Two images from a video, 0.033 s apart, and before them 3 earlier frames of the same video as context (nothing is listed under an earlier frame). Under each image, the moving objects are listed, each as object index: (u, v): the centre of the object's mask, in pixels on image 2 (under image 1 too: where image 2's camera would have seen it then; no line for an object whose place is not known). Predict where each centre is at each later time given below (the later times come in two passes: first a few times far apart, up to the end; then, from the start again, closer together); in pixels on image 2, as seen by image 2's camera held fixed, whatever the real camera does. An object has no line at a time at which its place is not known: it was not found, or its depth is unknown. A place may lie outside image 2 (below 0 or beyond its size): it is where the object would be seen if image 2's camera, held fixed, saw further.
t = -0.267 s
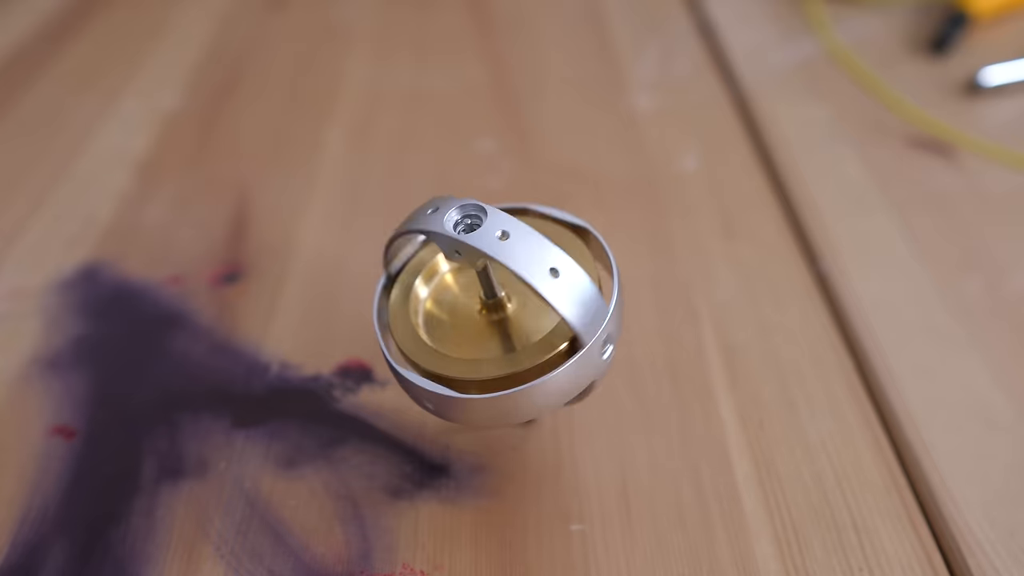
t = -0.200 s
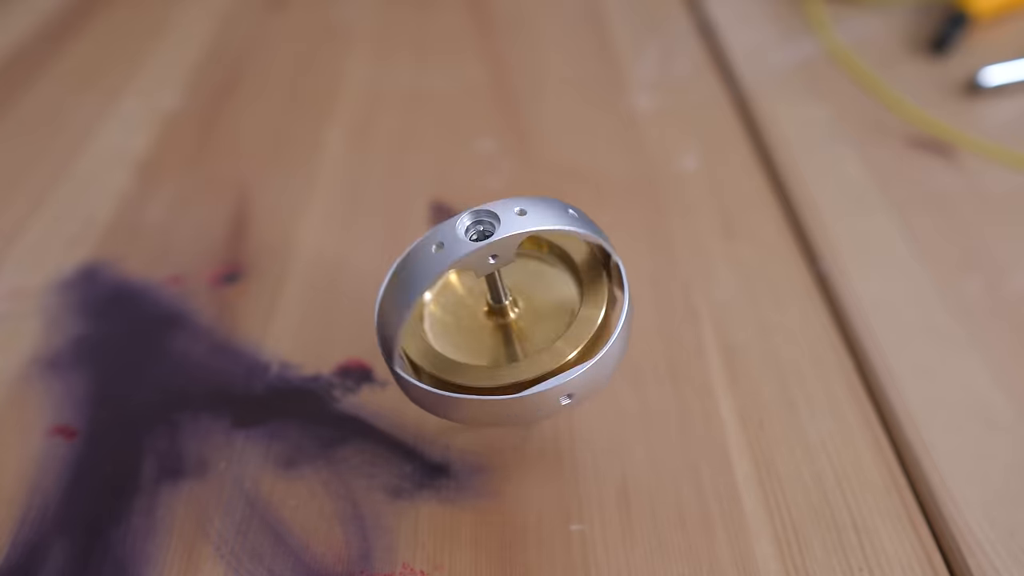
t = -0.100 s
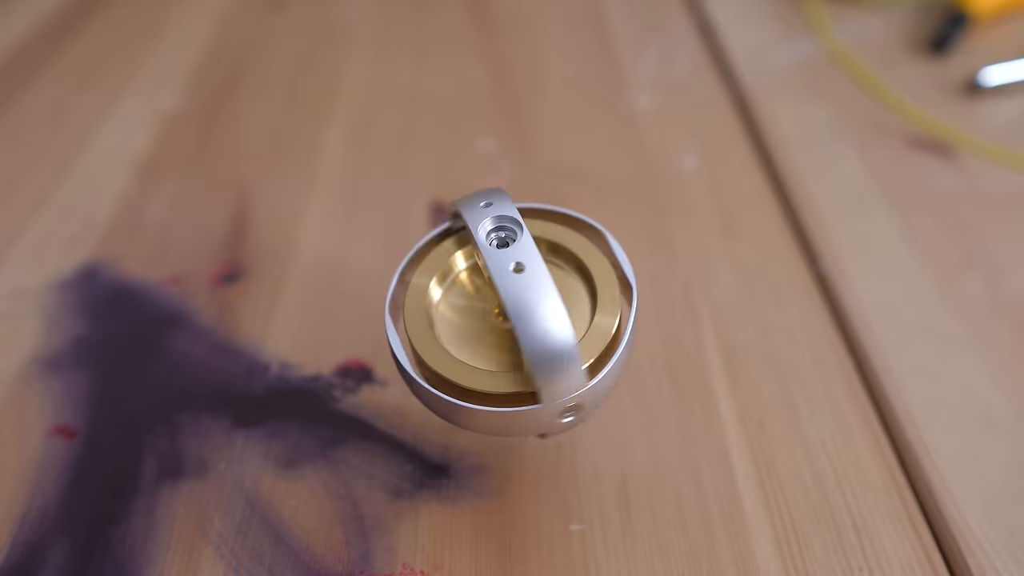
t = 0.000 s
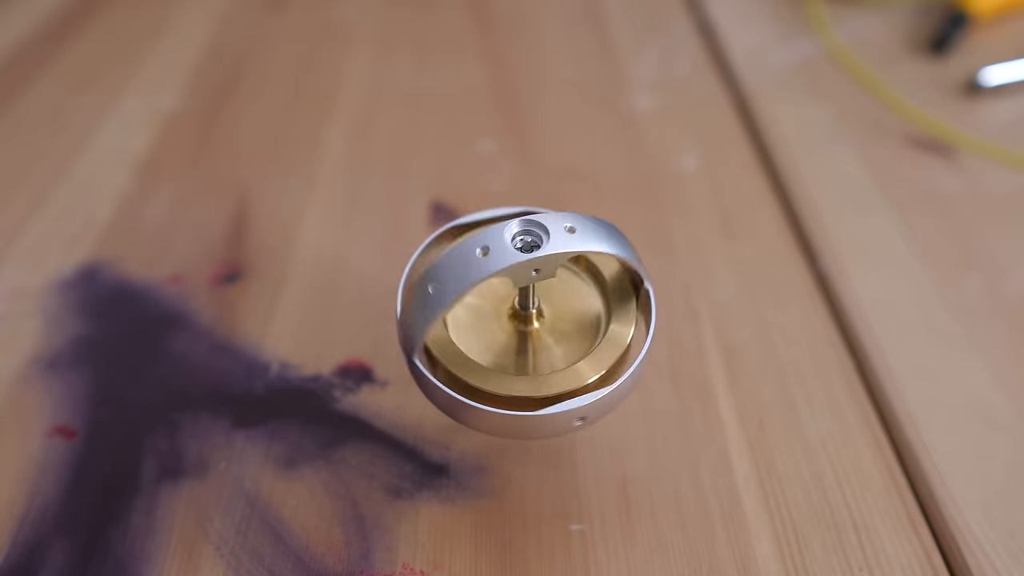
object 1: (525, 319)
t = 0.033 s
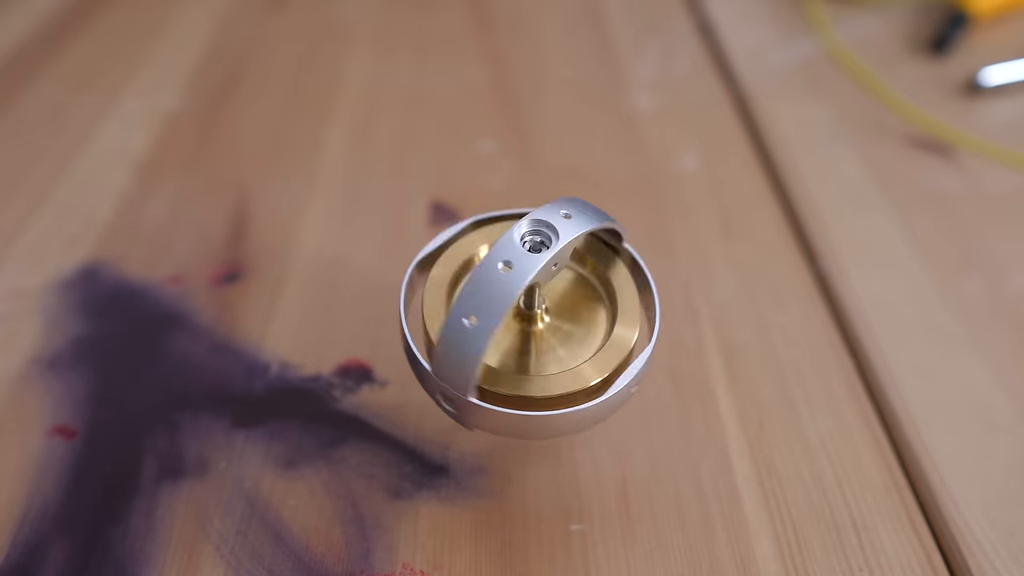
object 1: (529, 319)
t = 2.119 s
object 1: (535, 318)
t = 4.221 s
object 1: (544, 318)
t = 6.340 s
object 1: (555, 312)
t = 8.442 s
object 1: (564, 308)
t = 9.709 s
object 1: (516, 292)
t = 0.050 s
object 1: (531, 319)
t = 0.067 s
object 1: (533, 320)
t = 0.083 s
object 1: (536, 320)
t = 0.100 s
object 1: (538, 319)
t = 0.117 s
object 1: (540, 318)
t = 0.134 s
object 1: (541, 317)
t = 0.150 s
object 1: (544, 318)
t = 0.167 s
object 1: (546, 318)
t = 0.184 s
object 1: (549, 317)
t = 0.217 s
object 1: (551, 313)
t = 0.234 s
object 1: (553, 313)
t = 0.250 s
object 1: (554, 313)
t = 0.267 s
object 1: (554, 312)
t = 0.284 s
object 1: (555, 310)
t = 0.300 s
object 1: (556, 308)
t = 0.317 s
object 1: (557, 306)
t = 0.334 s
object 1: (558, 305)
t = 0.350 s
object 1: (560, 303)
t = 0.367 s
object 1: (563, 302)
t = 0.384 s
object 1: (565, 302)
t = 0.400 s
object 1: (565, 302)
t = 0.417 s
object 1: (564, 301)
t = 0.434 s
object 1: (563, 301)
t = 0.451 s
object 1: (563, 302)
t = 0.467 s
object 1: (564, 303)
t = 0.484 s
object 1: (565, 301)
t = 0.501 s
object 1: (567, 298)
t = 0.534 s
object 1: (569, 291)
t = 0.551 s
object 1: (569, 289)
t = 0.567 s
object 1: (567, 287)
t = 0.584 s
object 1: (566, 286)
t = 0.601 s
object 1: (566, 287)
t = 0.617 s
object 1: (565, 287)
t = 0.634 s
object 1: (563, 286)
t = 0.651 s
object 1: (562, 286)
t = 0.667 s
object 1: (560, 288)
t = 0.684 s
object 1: (560, 287)
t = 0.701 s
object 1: (560, 284)
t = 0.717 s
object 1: (560, 282)
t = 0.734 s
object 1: (560, 279)
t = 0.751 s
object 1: (559, 278)
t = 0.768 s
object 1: (556, 278)
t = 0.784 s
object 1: (554, 275)
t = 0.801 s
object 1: (551, 275)
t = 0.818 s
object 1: (549, 275)
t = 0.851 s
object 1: (545, 277)
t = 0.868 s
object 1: (546, 279)
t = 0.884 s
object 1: (546, 280)
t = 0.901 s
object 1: (546, 277)
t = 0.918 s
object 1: (546, 275)
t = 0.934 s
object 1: (544, 273)
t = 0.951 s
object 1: (541, 272)
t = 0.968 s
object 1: (538, 272)
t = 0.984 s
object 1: (535, 271)
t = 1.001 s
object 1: (532, 271)
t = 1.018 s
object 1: (529, 271)
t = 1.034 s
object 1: (528, 272)
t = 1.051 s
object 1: (526, 273)
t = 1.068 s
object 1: (525, 275)
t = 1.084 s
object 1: (524, 276)
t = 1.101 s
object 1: (522, 273)
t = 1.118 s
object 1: (521, 272)
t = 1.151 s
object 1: (517, 271)
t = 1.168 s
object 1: (515, 272)
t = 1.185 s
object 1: (512, 272)
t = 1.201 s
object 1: (510, 273)
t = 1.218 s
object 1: (507, 274)
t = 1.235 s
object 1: (506, 275)
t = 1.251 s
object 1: (506, 278)
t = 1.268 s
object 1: (505, 280)
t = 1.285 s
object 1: (506, 281)
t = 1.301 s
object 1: (505, 279)
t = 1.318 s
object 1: (505, 278)
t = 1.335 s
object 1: (503, 277)
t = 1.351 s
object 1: (500, 277)
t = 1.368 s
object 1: (498, 278)
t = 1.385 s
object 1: (496, 279)
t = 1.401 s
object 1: (495, 280)
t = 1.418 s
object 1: (495, 282)
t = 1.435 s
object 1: (495, 284)
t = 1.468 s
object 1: (493, 291)
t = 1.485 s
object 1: (493, 291)
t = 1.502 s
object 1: (491, 290)
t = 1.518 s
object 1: (490, 290)
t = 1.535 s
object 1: (490, 289)
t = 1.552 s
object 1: (490, 288)
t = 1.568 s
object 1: (489, 288)
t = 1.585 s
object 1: (490, 291)
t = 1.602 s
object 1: (491, 294)
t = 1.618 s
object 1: (492, 297)
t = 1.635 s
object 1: (493, 299)
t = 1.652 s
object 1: (494, 302)
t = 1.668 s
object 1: (495, 304)
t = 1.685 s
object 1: (496, 304)
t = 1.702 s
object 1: (496, 304)
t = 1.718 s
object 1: (496, 303)
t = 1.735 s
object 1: (496, 303)
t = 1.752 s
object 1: (497, 303)
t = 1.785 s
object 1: (503, 305)
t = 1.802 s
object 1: (504, 307)
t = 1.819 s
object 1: (504, 308)
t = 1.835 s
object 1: (505, 309)
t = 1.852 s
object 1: (505, 310)
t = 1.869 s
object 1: (507, 312)
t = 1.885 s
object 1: (507, 312)
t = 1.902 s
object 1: (508, 313)
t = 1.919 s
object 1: (509, 315)
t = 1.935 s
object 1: (512, 316)
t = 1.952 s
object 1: (515, 317)
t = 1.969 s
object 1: (518, 316)
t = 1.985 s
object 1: (520, 316)
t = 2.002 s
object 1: (521, 316)
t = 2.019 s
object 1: (523, 317)
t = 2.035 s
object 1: (525, 318)
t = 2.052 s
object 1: (527, 318)
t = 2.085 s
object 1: (532, 317)
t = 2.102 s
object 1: (534, 317)
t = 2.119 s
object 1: (535, 318)
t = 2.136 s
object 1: (538, 318)
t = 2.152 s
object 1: (542, 318)
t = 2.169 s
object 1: (543, 315)
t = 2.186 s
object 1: (545, 314)
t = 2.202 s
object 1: (545, 314)
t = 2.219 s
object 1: (546, 314)
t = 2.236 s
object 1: (548, 314)
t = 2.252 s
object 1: (549, 313)
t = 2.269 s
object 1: (550, 312)
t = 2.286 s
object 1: (550, 310)
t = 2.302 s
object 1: (551, 310)
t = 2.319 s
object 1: (556, 311)
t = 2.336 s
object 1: (559, 311)
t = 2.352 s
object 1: (561, 310)
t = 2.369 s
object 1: (561, 309)
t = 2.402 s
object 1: (562, 309)
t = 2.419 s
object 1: (563, 308)
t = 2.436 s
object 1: (565, 307)
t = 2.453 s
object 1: (566, 304)
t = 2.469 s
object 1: (568, 301)
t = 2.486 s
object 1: (570, 298)
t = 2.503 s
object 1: (571, 295)
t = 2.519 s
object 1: (571, 295)
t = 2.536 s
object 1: (570, 295)
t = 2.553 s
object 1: (570, 295)
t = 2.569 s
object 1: (569, 295)
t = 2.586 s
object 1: (568, 295)
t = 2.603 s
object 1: (567, 296)
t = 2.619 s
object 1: (567, 295)
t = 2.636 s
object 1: (568, 292)
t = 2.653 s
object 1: (568, 290)
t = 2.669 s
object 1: (568, 287)
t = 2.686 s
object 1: (567, 284)
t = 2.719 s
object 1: (564, 281)
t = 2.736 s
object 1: (562, 281)
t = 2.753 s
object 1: (561, 281)
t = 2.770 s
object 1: (560, 282)
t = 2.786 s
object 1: (558, 282)
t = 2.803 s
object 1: (557, 284)
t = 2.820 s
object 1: (559, 284)
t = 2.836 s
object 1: (559, 281)
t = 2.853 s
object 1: (560, 278)
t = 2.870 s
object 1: (558, 276)
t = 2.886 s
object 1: (556, 275)
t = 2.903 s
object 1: (553, 274)
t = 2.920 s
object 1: (550, 273)
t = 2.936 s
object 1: (548, 273)
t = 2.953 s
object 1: (546, 273)
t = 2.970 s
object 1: (544, 273)
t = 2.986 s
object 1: (542, 274)
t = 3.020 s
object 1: (540, 276)
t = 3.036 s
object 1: (540, 274)
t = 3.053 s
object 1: (539, 272)
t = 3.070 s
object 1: (538, 271)
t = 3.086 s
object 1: (535, 272)
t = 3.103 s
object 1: (532, 271)
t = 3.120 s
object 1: (529, 271)
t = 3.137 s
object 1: (527, 271)
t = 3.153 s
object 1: (524, 272)
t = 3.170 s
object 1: (523, 274)
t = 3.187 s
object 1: (523, 276)
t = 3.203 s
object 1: (524, 279)
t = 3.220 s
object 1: (522, 275)
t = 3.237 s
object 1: (522, 273)
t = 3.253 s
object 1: (520, 273)
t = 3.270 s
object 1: (517, 273)
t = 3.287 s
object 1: (515, 273)
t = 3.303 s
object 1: (512, 274)
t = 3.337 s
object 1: (509, 276)
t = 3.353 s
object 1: (507, 277)
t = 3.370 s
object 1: (506, 279)
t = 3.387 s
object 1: (504, 282)
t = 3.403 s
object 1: (504, 283)
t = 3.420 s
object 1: (504, 282)
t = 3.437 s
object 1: (502, 281)
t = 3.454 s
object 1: (501, 280)
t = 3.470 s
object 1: (500, 280)
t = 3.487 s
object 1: (497, 281)
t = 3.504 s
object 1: (496, 283)
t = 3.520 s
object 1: (496, 285)
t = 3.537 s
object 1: (497, 288)
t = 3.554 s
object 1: (497, 290)
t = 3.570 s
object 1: (498, 294)
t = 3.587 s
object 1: (499, 295)
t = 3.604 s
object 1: (499, 294)
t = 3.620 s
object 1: (498, 292)
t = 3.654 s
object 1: (496, 291)
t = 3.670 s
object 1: (495, 290)
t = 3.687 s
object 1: (496, 293)
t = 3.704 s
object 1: (499, 296)
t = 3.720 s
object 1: (500, 298)
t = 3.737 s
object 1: (501, 300)
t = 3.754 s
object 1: (501, 302)
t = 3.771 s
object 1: (501, 304)
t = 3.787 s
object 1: (501, 305)
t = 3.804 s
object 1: (500, 305)
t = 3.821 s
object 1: (500, 306)
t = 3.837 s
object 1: (501, 307)
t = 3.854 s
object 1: (504, 307)
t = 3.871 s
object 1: (508, 308)
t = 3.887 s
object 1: (509, 308)
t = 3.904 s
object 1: (510, 310)
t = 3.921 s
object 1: (511, 312)
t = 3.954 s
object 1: (515, 314)
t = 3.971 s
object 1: (517, 314)
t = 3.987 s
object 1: (518, 314)
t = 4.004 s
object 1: (520, 314)
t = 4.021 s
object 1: (522, 315)
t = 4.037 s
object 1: (525, 317)
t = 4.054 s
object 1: (527, 315)
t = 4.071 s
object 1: (530, 315)
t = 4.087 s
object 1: (531, 314)
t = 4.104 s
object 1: (532, 314)
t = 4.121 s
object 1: (532, 314)
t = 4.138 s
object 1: (533, 314)
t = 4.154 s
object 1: (535, 315)
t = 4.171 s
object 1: (536, 315)
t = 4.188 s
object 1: (538, 315)
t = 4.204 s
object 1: (541, 317)
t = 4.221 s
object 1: (544, 318)
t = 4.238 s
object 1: (546, 315)
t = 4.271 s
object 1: (550, 315)
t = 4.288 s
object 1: (551, 315)
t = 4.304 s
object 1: (553, 316)
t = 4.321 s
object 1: (555, 314)
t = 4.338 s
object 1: (557, 313)
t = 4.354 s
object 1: (558, 311)
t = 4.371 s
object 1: (560, 309)
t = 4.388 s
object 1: (561, 308)
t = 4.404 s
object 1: (565, 307)
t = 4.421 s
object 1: (566, 307)
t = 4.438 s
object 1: (567, 306)
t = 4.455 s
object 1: (567, 306)
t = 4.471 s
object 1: (567, 305)
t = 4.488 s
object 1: (566, 305)
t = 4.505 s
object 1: (567, 303)
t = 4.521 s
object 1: (567, 301)
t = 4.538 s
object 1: (568, 299)
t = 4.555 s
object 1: (570, 296)
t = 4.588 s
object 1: (572, 292)
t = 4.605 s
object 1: (571, 292)
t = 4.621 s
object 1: (571, 293)
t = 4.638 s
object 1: (570, 293)
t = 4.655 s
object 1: (569, 294)
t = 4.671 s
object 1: (568, 295)
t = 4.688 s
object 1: (569, 295)
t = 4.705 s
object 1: (571, 292)
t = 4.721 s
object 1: (572, 289)
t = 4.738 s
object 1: (572, 286)
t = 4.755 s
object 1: (571, 284)
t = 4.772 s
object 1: (569, 282)
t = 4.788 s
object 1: (568, 280)
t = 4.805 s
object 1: (566, 281)
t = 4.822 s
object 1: (564, 282)
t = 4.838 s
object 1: (563, 282)
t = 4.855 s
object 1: (561, 283)
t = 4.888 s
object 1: (561, 282)
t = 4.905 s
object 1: (560, 280)
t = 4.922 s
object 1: (560, 277)
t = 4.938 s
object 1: (558, 276)
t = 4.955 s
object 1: (555, 276)
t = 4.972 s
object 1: (553, 274)
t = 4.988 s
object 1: (551, 275)
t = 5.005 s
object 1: (548, 275)
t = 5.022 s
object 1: (547, 275)
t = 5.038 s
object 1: (546, 277)
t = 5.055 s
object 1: (546, 280)
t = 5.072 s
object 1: (546, 278)
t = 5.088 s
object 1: (546, 275)
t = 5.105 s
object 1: (545, 273)
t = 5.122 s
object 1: (542, 273)
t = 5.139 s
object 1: (539, 273)
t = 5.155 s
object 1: (536, 272)
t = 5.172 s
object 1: (534, 272)
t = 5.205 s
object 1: (530, 274)
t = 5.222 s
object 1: (529, 275)
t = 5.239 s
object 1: (527, 278)
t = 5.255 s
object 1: (526, 277)
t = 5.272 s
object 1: (526, 276)
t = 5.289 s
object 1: (524, 274)
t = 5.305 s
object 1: (522, 274)
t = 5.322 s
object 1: (520, 274)
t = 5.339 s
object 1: (517, 275)
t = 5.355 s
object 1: (515, 275)
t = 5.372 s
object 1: (513, 277)
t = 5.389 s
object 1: (512, 279)
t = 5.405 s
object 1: (512, 281)
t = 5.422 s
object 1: (513, 285)
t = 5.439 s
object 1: (513, 283)
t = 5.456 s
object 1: (513, 282)
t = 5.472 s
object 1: (511, 280)
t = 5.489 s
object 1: (509, 279)
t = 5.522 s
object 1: (504, 281)
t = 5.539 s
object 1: (504, 283)
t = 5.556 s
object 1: (504, 285)
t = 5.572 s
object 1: (505, 287)
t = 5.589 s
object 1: (504, 289)
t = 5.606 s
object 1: (503, 292)
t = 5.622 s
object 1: (503, 293)
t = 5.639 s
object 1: (501, 292)
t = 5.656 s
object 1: (500, 292)
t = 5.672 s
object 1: (501, 291)
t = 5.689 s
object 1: (500, 289)
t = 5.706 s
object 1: (501, 292)
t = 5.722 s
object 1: (503, 295)
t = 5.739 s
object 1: (504, 298)
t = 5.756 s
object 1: (504, 300)
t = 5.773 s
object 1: (505, 302)
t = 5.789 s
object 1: (507, 305)
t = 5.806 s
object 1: (507, 304)
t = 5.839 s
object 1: (508, 304)
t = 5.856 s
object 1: (508, 303)
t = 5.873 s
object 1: (510, 304)
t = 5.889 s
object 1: (513, 305)
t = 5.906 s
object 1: (515, 306)
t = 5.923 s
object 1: (515, 308)
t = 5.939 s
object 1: (516, 308)
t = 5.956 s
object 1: (516, 309)
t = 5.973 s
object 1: (517, 311)
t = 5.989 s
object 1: (518, 311)
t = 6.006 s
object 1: (518, 313)
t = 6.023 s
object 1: (520, 314)
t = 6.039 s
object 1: (523, 316)
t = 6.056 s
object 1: (527, 317)
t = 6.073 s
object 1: (529, 316)
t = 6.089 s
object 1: (530, 316)
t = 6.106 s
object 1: (532, 317)
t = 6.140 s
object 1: (536, 318)
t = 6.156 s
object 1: (538, 317)
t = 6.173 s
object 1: (540, 317)
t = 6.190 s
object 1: (541, 316)
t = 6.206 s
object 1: (543, 318)
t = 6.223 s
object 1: (546, 318)
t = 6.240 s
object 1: (549, 317)
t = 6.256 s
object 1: (551, 315)
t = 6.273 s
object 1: (552, 314)
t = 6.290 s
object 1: (552, 314)
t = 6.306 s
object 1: (553, 314)
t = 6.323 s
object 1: (554, 313)
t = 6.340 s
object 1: (555, 312)
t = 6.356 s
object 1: (556, 312)
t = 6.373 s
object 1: (557, 312)
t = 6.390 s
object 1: (560, 312)
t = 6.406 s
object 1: (563, 311)
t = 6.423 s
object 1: (565, 310)
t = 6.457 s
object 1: (566, 310)
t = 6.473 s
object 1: (567, 310)
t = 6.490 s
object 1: (568, 309)
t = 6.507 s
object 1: (570, 307)
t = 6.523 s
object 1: (571, 304)
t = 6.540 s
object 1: (573, 301)
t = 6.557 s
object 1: (575, 298)
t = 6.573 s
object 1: (576, 298)
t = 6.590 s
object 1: (576, 298)
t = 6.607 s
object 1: (575, 298)
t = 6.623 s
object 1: (574, 298)
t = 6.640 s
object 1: (573, 298)
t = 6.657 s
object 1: (572, 299)
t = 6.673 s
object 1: (573, 297)
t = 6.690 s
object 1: (573, 294)
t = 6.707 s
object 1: (574, 291)
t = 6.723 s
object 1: (575, 289)
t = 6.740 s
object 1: (574, 287)
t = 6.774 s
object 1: (571, 286)
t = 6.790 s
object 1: (570, 286)
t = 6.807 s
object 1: (569, 287)
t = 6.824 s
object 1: (568, 288)
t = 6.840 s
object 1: (568, 291)
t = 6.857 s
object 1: (569, 288)
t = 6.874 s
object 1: (571, 285)
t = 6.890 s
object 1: (570, 282)
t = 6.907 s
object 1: (569, 280)
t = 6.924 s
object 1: (566, 279)
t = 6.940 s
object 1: (563, 277)
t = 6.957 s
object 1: (562, 277)
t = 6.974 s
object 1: (560, 278)
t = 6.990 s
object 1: (558, 279)
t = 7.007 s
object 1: (556, 280)
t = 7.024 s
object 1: (556, 282)
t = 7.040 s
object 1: (555, 279)
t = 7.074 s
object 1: (553, 275)
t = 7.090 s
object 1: (551, 274)
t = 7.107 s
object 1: (548, 274)
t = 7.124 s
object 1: (545, 274)
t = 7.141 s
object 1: (543, 274)
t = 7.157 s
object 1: (541, 275)
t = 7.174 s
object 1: (540, 276)
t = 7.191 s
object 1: (539, 278)
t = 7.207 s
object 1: (540, 279)
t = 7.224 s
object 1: (540, 277)
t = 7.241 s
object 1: (539, 274)
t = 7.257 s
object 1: (537, 274)
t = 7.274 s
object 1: (534, 273)
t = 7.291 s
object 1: (531, 274)
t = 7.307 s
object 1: (528, 274)
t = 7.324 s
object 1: (526, 275)
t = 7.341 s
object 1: (525, 276)
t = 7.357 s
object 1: (524, 278)
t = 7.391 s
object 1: (523, 280)
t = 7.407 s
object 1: (521, 279)
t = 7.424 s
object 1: (519, 278)
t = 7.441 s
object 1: (518, 277)
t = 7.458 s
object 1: (516, 278)
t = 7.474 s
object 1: (514, 279)
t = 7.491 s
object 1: (513, 280)
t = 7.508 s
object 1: (512, 283)
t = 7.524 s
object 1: (512, 285)
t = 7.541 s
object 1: (513, 288)
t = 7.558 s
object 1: (513, 289)
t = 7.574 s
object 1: (513, 288)
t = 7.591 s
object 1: (512, 286)
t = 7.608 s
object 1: (511, 285)
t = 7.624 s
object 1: (510, 284)
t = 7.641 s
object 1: (508, 286)
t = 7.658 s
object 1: (508, 288)
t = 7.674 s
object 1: (509, 291)
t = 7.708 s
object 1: (509, 296)
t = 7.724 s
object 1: (509, 299)
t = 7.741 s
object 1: (508, 298)
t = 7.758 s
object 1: (507, 298)
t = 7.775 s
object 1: (507, 298)
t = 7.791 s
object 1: (507, 297)
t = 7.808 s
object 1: (509, 297)
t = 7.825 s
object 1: (511, 299)
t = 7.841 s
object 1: (512, 302)
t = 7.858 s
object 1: (513, 304)
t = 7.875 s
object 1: (514, 305)
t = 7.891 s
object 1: (515, 307)
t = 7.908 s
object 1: (517, 308)
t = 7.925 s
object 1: (518, 308)
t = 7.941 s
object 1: (518, 308)
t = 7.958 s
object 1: (519, 308)
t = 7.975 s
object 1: (521, 308)
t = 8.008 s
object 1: (526, 309)
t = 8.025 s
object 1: (527, 309)
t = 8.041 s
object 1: (527, 310)
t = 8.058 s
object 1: (528, 311)
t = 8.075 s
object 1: (530, 313)
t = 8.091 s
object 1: (530, 313)
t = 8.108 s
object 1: (531, 314)
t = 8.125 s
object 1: (533, 315)
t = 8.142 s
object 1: (536, 317)
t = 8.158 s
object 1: (539, 317)
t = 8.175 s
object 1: (541, 316)
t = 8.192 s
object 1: (543, 317)
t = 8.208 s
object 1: (544, 317)
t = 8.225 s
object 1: (547, 318)
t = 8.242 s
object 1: (549, 317)
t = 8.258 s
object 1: (551, 316)
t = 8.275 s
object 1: (552, 316)
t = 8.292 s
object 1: (554, 316)
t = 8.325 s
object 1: (559, 315)
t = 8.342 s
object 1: (561, 313)
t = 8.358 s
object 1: (562, 313)
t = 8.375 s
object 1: (562, 312)
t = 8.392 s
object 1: (563, 311)
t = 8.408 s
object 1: (563, 310)
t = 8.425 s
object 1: (563, 309)
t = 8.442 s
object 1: (564, 308)
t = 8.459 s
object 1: (566, 307)
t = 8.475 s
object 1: (570, 306)
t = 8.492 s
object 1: (572, 306)
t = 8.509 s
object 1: (573, 305)
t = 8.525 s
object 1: (572, 306)
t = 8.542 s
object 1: (572, 306)
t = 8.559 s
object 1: (573, 307)
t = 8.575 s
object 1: (574, 306)
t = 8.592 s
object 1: (576, 303)
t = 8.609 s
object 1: (577, 300)
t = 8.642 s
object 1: (580, 293)
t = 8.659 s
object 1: (579, 293)
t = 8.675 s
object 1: (579, 293)
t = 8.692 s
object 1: (578, 294)
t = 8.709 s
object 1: (577, 294)
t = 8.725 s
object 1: (576, 296)
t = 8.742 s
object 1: (575, 295)
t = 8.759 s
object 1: (576, 292)
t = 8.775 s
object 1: (576, 290)
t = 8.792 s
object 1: (577, 287)
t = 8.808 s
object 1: (576, 285)
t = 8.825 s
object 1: (574, 284)
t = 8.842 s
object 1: (572, 283)
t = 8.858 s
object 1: (571, 283)
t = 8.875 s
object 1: (570, 284)
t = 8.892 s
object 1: (569, 285)
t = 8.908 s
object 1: (569, 288)
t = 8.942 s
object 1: (571, 283)
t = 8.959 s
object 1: (571, 280)
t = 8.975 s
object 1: (569, 279)
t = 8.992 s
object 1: (565, 278)
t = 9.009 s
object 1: (563, 276)
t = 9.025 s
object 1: (561, 277)
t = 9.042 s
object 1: (560, 277)
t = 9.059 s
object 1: (558, 278)
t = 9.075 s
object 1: (556, 280)
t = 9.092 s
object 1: (556, 280)
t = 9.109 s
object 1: (555, 278)
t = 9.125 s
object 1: (554, 276)
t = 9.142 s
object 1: (553, 275)
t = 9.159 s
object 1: (550, 275)
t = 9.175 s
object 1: (546, 273)
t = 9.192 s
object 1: (544, 274)
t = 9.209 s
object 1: (542, 275)
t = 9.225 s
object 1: (541, 277)
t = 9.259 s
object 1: (542, 281)
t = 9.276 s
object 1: (542, 278)
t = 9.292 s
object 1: (541, 275)
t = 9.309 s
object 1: (538, 274)
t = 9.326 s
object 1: (535, 275)
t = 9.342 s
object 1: (532, 275)
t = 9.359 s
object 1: (530, 275)
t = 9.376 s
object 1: (528, 277)
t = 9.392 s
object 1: (528, 279)
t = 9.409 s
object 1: (527, 281)
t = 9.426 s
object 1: (526, 283)
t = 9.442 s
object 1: (524, 281)
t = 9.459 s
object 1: (523, 280)
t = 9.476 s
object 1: (522, 280)
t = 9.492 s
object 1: (521, 279)
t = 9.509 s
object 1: (519, 280)
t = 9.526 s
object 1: (517, 281)
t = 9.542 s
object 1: (517, 284)
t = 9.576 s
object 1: (518, 289)
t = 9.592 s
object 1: (519, 292)
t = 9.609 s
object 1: (518, 290)
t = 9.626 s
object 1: (517, 288)
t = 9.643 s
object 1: (515, 287)
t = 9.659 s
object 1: (515, 286)
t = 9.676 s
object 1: (513, 287)
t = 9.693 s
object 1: (514, 289)
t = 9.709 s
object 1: (516, 292)
